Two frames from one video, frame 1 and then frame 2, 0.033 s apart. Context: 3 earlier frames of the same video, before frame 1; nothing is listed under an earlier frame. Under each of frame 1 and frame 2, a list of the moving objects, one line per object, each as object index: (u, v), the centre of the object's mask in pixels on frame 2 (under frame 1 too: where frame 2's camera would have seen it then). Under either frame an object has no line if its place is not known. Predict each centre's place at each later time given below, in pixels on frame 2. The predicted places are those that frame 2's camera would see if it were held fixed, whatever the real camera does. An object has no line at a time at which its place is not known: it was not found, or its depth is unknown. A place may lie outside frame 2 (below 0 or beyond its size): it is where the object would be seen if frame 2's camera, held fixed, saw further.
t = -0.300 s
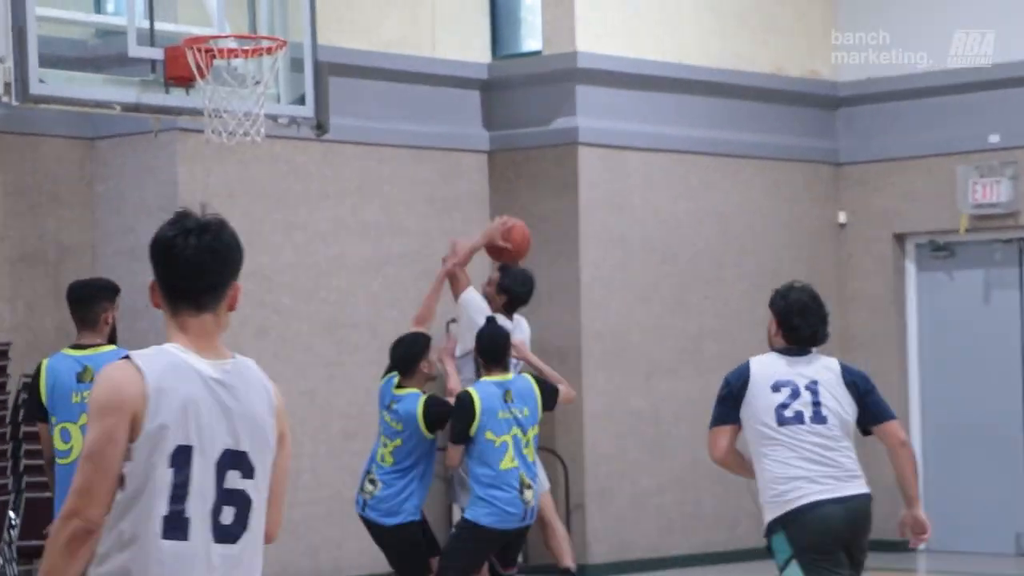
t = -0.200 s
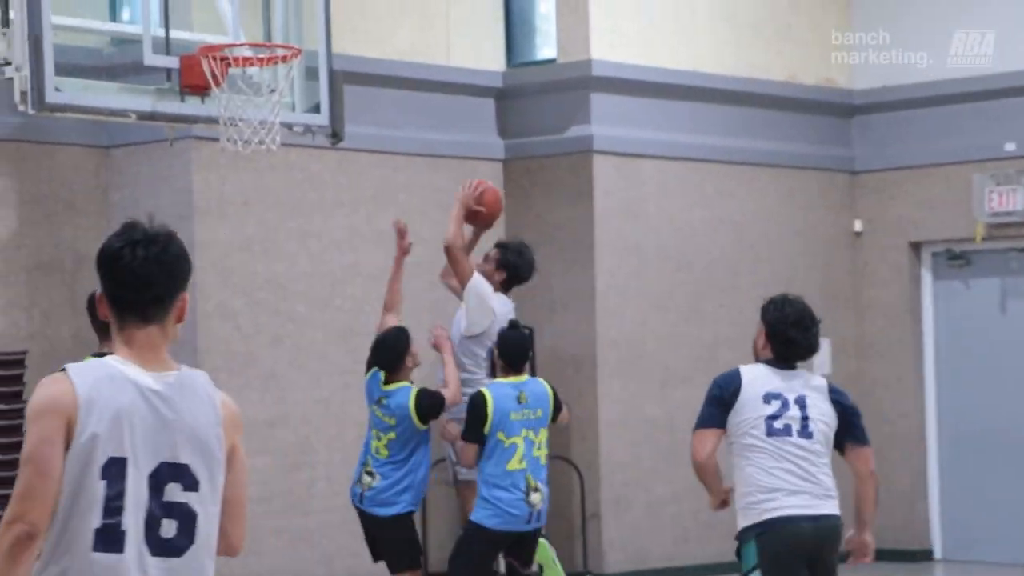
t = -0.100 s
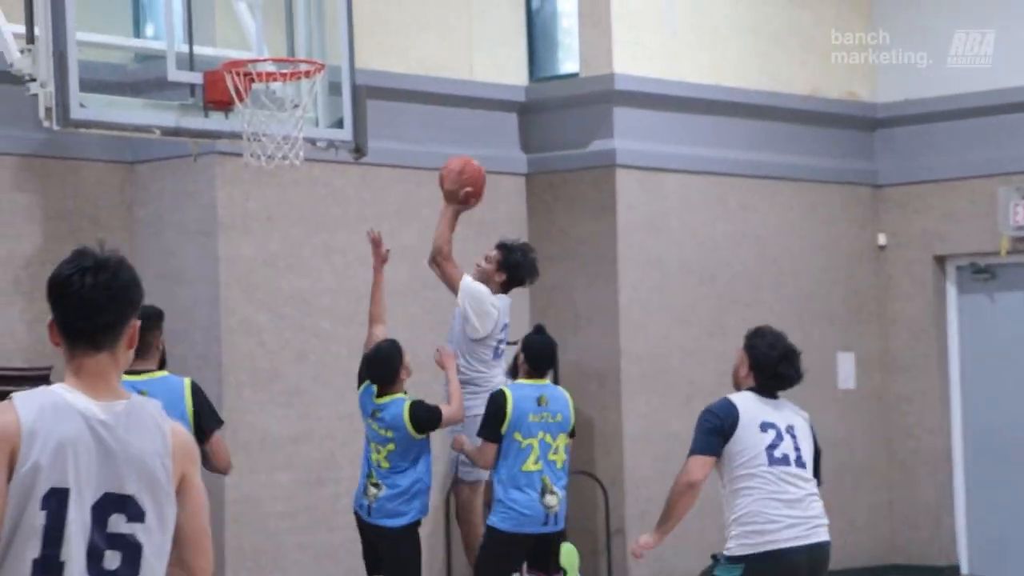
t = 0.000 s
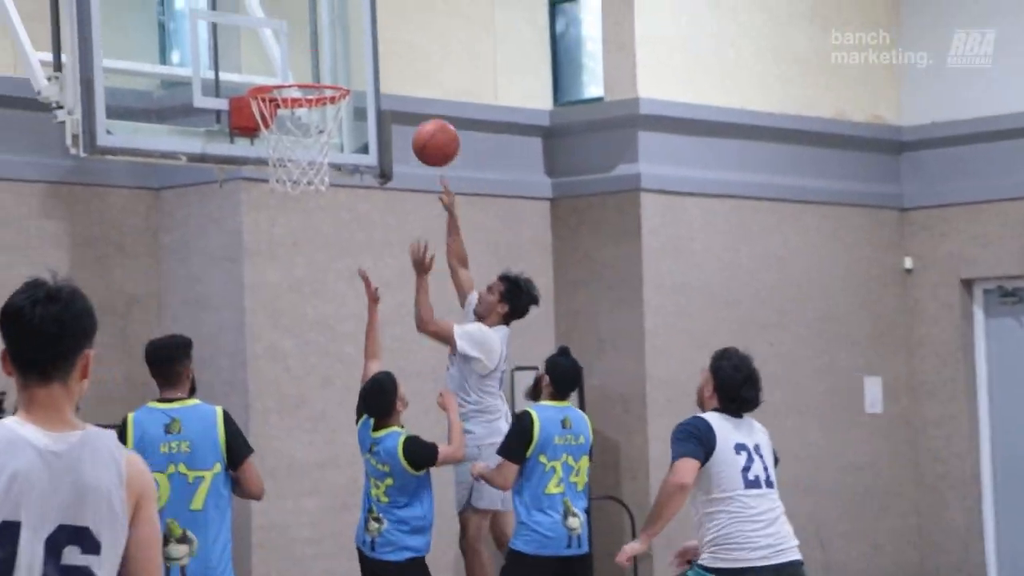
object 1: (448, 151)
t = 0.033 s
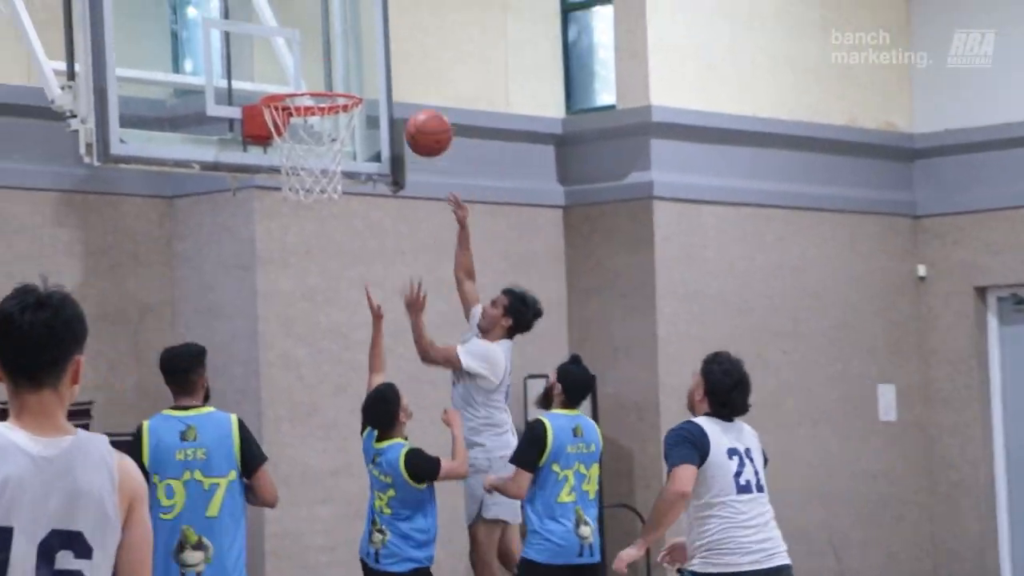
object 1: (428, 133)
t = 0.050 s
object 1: (419, 126)
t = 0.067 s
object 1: (409, 117)
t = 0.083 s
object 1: (399, 110)
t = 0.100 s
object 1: (389, 103)
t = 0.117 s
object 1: (380, 97)
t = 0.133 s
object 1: (371, 90)
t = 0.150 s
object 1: (361, 83)
